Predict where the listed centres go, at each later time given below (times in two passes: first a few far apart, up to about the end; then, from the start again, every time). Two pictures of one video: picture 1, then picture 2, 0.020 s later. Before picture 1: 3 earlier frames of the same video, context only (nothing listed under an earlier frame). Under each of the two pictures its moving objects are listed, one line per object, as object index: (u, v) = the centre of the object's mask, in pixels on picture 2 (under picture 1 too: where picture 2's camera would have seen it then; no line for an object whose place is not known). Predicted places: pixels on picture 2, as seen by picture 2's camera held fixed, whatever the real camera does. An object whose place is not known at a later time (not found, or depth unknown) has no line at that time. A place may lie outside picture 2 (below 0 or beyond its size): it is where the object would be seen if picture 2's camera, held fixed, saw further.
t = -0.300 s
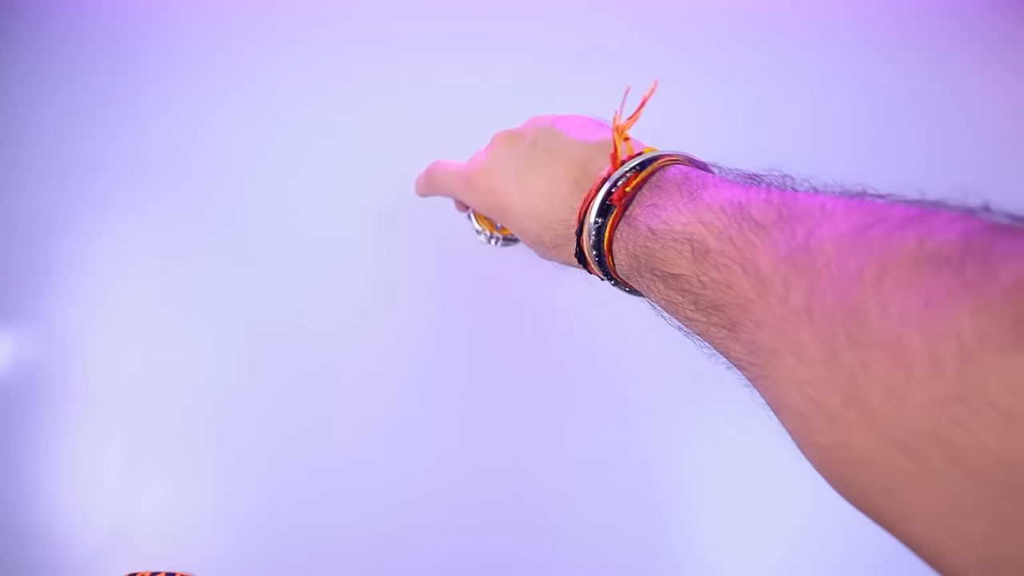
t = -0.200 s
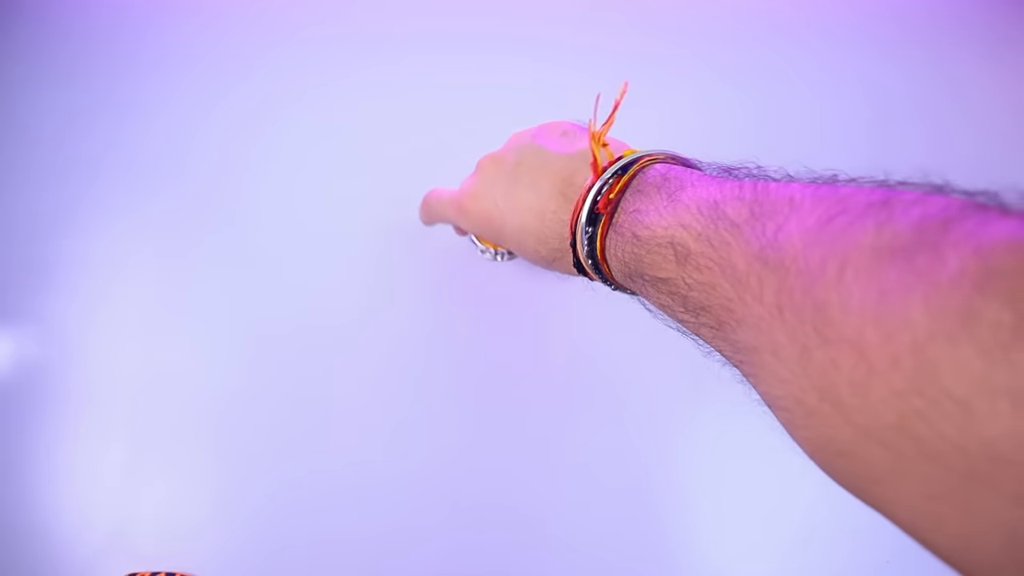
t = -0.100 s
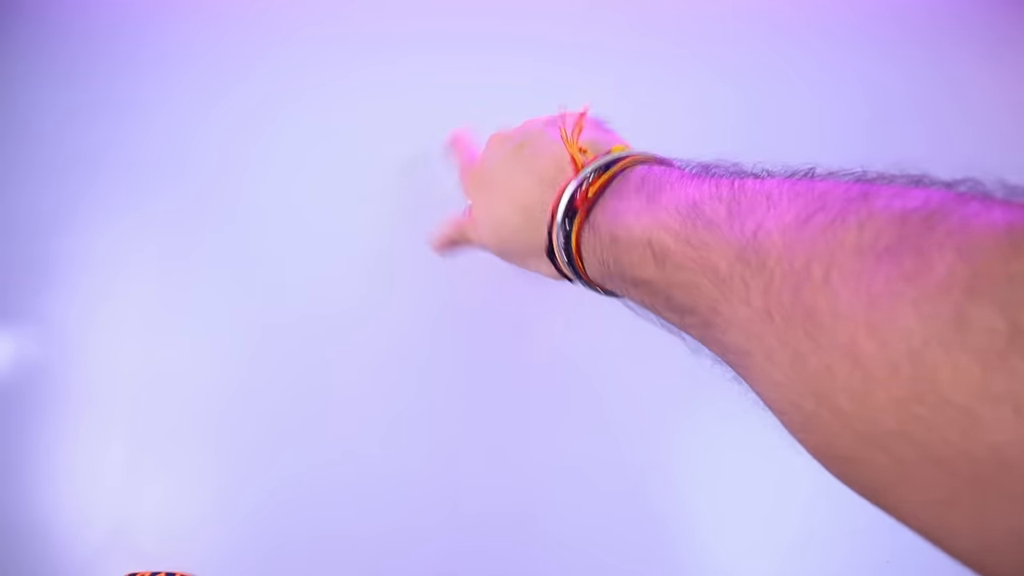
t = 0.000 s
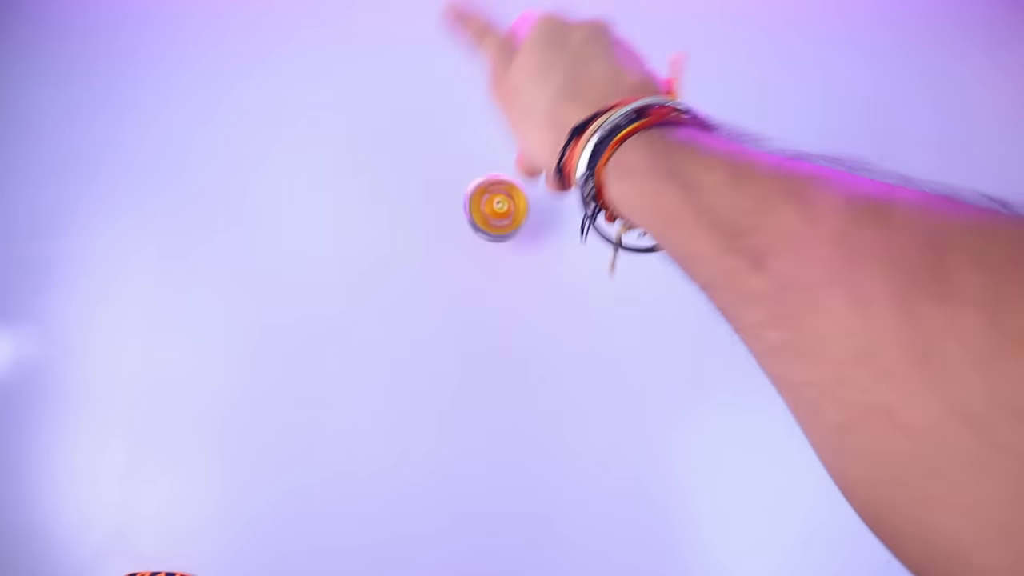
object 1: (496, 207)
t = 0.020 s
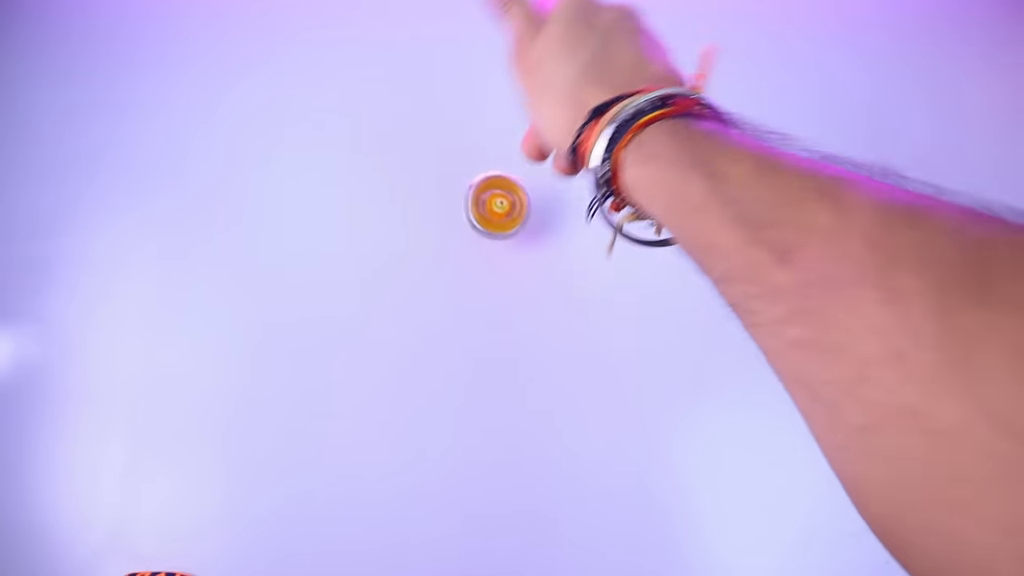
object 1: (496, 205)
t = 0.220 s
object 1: (504, 206)
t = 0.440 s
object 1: (497, 212)
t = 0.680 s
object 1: (481, 208)
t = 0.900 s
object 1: (488, 196)
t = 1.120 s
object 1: (508, 197)
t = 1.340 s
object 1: (515, 212)
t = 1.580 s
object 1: (498, 216)
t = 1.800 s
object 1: (501, 205)
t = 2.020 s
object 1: (519, 204)
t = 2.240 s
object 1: (519, 218)
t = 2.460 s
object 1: (506, 217)
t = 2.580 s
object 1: (504, 209)
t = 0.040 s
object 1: (496, 205)
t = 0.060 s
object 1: (497, 204)
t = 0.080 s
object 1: (498, 203)
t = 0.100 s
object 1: (500, 202)
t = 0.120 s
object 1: (501, 202)
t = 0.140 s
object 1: (501, 202)
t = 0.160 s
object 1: (500, 202)
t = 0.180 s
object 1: (504, 203)
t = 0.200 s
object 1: (504, 204)
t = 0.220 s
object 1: (504, 206)
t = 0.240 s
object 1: (502, 204)
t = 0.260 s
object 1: (503, 206)
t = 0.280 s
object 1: (505, 206)
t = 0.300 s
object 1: (502, 208)
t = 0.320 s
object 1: (503, 207)
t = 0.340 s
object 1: (500, 209)
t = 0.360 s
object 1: (502, 209)
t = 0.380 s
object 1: (499, 210)
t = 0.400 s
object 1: (500, 210)
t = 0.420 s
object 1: (497, 212)
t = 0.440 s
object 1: (497, 212)
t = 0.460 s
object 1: (495, 213)
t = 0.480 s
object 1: (494, 213)
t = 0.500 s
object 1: (491, 213)
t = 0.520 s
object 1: (490, 214)
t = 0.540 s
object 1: (489, 214)
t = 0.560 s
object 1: (488, 214)
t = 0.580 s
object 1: (485, 212)
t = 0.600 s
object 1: (484, 212)
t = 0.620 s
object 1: (483, 212)
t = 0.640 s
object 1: (482, 211)
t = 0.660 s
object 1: (481, 209)
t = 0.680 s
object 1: (481, 208)
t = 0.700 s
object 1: (482, 209)
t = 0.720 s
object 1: (483, 208)
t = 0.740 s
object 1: (482, 205)
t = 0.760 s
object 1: (482, 205)
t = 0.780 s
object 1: (482, 203)
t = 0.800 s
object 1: (483, 203)
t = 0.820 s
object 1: (484, 201)
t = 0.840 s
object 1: (484, 199)
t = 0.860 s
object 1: (486, 197)
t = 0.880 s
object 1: (486, 198)
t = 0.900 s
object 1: (488, 196)
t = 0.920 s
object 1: (489, 195)
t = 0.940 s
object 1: (491, 194)
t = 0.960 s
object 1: (492, 194)
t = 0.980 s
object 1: (494, 193)
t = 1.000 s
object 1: (496, 192)
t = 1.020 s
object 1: (499, 192)
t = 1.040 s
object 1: (500, 193)
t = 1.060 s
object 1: (502, 193)
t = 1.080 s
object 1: (504, 194)
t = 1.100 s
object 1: (507, 195)
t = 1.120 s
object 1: (508, 197)
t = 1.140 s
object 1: (510, 197)
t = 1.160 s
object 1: (509, 199)
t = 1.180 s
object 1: (513, 199)
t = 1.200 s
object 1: (512, 202)
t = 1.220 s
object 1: (514, 203)
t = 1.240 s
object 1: (512, 205)
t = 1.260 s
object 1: (516, 205)
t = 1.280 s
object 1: (514, 209)
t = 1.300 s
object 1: (515, 209)
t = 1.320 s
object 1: (513, 212)
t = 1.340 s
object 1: (515, 212)
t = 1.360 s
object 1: (513, 216)
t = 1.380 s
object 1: (513, 217)
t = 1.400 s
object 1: (511, 219)
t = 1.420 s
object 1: (511, 219)
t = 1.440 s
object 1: (509, 220)
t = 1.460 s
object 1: (507, 220)
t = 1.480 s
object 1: (506, 220)
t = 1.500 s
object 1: (504, 220)
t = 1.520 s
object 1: (504, 220)
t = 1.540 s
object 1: (501, 218)
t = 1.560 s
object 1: (501, 217)
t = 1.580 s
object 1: (498, 216)
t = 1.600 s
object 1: (499, 216)
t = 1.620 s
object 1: (497, 214)
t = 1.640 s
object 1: (497, 212)
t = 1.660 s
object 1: (496, 212)
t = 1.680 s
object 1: (496, 210)
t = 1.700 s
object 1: (496, 210)
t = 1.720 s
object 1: (497, 208)
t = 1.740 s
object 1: (497, 206)
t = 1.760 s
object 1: (498, 205)
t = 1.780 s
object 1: (500, 206)
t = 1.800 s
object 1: (501, 205)
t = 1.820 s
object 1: (503, 203)
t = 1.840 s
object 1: (504, 202)
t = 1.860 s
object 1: (506, 201)
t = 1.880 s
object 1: (507, 201)
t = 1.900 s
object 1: (509, 201)
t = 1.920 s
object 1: (511, 201)
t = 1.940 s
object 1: (513, 201)
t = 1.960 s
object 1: (516, 201)
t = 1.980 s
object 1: (516, 202)
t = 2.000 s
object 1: (518, 204)
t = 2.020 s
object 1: (519, 204)
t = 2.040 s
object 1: (523, 206)
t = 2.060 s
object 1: (521, 207)
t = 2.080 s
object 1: (524, 207)
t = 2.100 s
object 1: (522, 210)
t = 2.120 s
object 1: (525, 210)
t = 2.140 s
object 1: (524, 213)
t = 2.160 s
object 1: (524, 214)
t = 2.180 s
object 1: (524, 215)
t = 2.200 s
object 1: (521, 215)
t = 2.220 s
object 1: (522, 216)
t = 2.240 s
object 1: (519, 218)
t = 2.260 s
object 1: (520, 219)
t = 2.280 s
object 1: (517, 221)
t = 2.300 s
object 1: (517, 221)
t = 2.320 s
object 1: (515, 221)
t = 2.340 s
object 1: (511, 221)
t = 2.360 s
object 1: (512, 221)
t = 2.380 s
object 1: (509, 221)
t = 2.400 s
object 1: (509, 221)
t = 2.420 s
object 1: (508, 219)
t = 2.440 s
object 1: (506, 218)
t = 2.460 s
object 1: (506, 217)
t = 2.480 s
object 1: (503, 216)
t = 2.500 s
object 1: (504, 215)
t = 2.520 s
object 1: (504, 215)
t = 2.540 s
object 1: (504, 212)
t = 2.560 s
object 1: (504, 211)
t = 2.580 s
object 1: (504, 209)
